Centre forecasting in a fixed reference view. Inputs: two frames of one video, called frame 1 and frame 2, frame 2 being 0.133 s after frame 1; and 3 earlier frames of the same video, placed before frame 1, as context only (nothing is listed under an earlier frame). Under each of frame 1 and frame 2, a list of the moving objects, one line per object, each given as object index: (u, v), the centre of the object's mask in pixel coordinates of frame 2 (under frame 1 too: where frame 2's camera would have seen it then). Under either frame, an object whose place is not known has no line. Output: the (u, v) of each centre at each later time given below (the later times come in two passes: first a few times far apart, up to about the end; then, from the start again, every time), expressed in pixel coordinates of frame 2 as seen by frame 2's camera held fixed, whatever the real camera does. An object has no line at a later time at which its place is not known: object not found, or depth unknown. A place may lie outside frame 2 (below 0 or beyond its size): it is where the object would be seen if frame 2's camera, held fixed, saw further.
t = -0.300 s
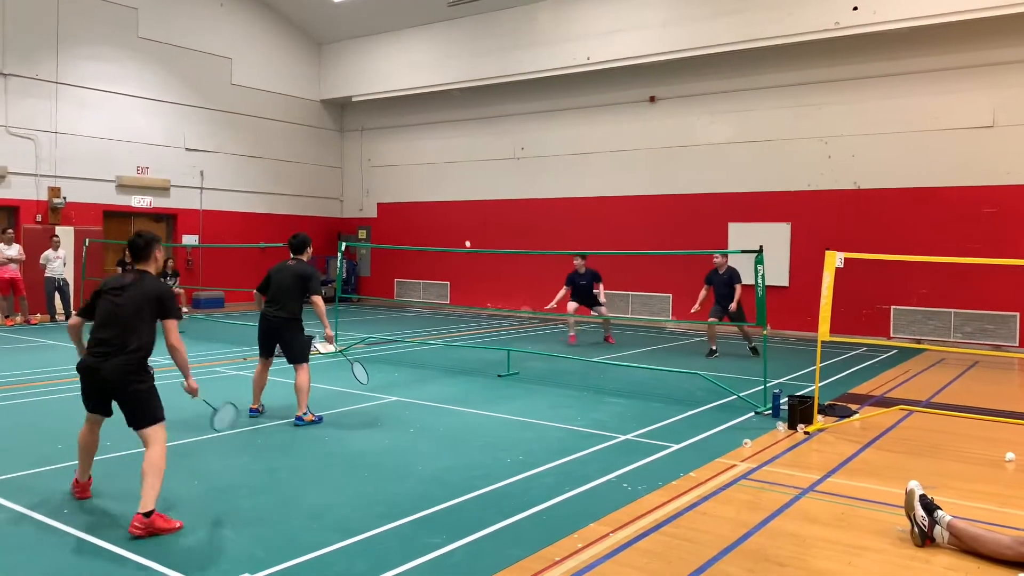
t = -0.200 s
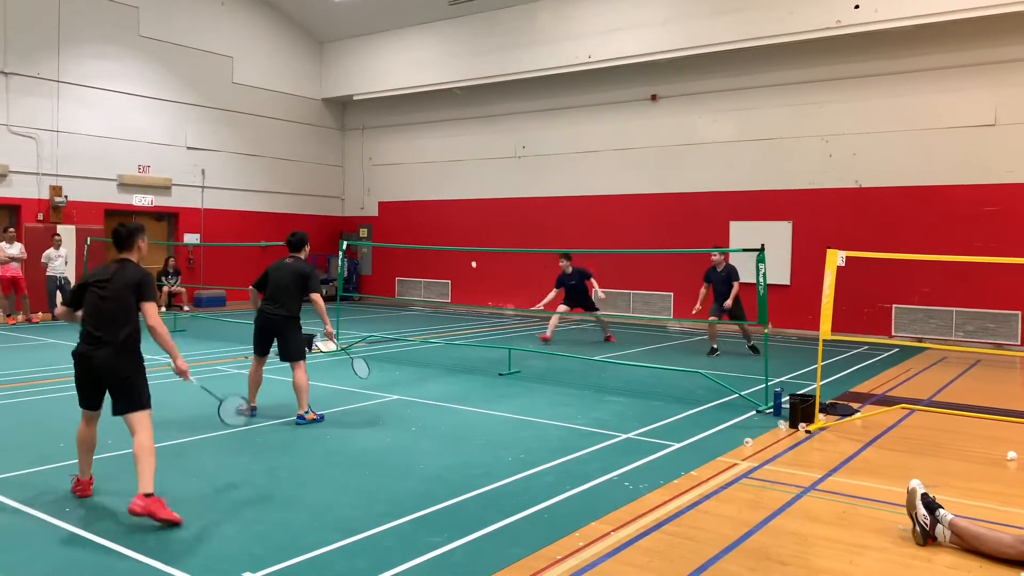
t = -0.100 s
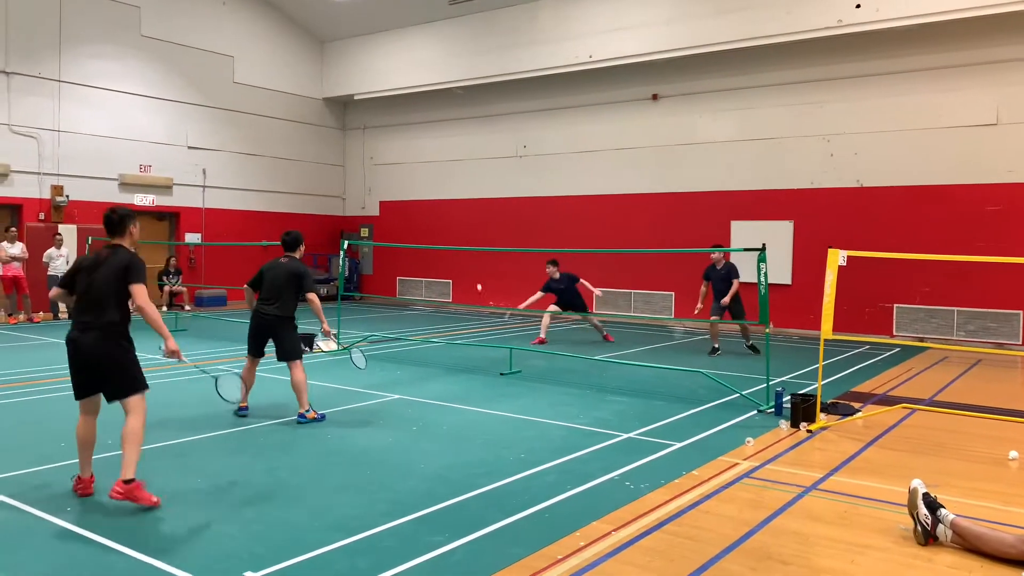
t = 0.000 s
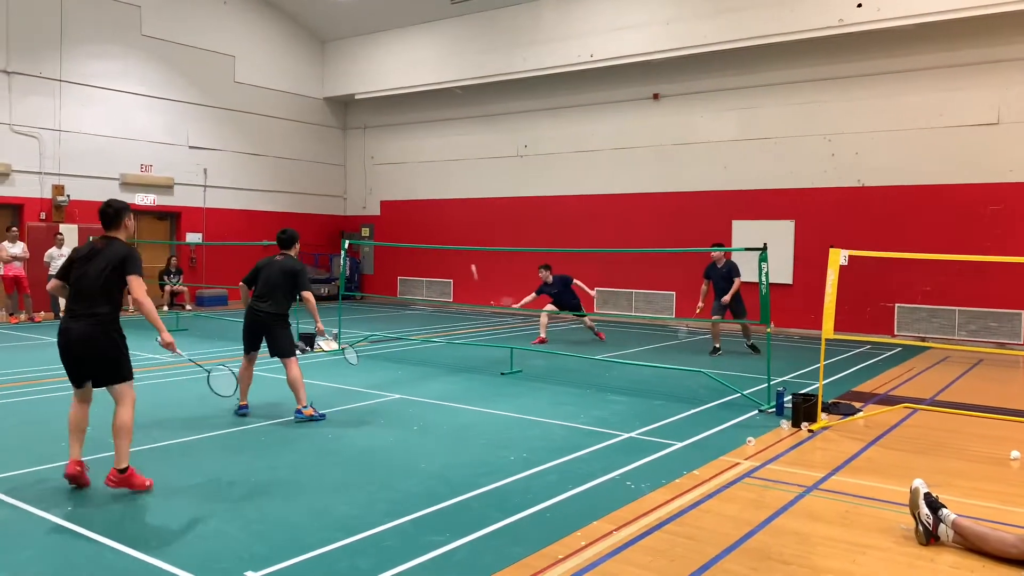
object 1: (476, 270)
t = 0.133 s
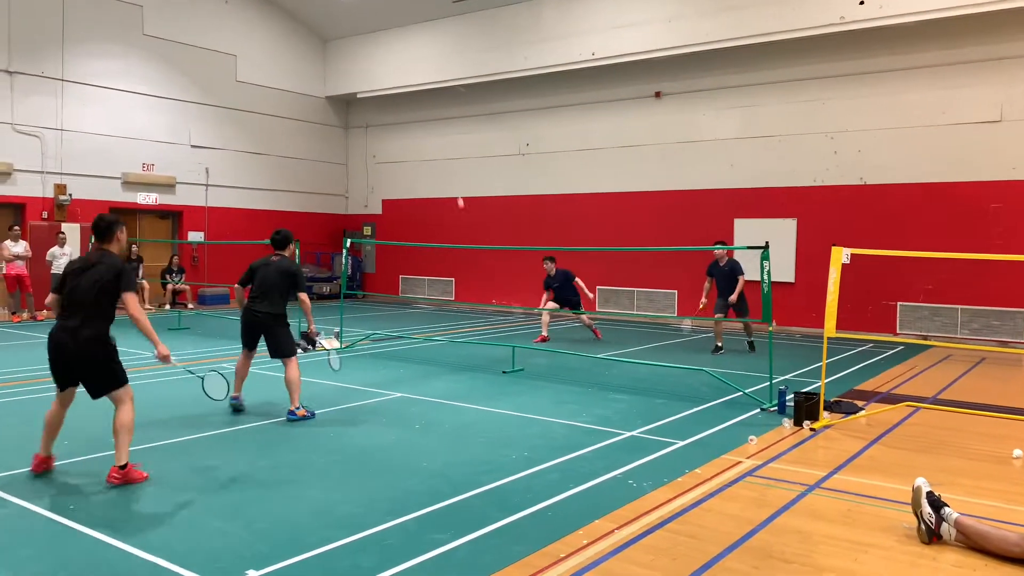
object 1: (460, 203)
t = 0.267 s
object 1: (446, 153)
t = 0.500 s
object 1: (416, 109)
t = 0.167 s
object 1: (456, 189)
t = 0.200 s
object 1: (453, 176)
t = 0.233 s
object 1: (449, 164)
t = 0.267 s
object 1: (446, 153)
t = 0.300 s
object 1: (441, 143)
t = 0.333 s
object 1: (438, 135)
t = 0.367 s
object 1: (434, 128)
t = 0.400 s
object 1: (429, 122)
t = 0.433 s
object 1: (425, 116)
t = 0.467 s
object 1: (421, 112)
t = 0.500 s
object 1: (416, 109)
